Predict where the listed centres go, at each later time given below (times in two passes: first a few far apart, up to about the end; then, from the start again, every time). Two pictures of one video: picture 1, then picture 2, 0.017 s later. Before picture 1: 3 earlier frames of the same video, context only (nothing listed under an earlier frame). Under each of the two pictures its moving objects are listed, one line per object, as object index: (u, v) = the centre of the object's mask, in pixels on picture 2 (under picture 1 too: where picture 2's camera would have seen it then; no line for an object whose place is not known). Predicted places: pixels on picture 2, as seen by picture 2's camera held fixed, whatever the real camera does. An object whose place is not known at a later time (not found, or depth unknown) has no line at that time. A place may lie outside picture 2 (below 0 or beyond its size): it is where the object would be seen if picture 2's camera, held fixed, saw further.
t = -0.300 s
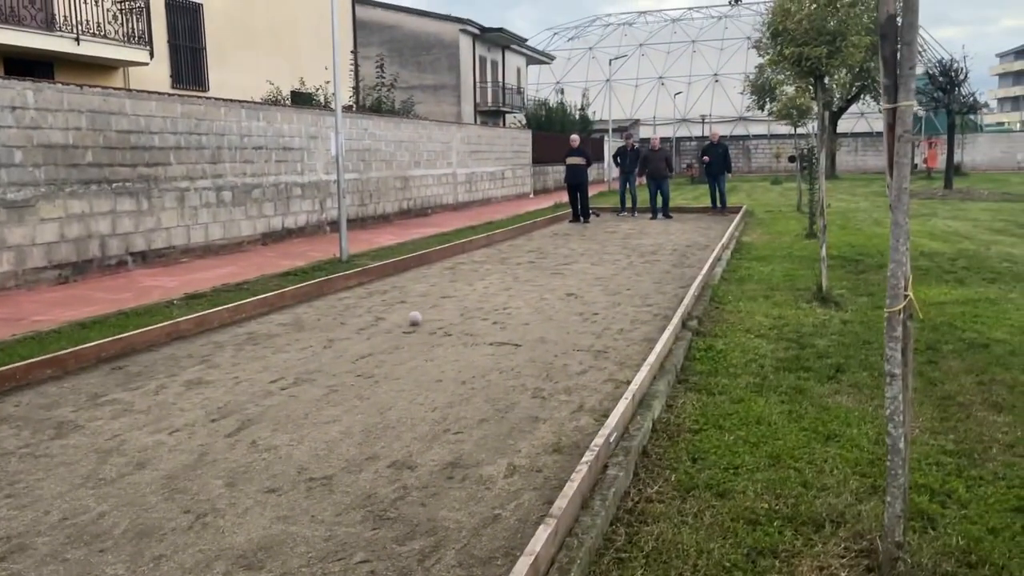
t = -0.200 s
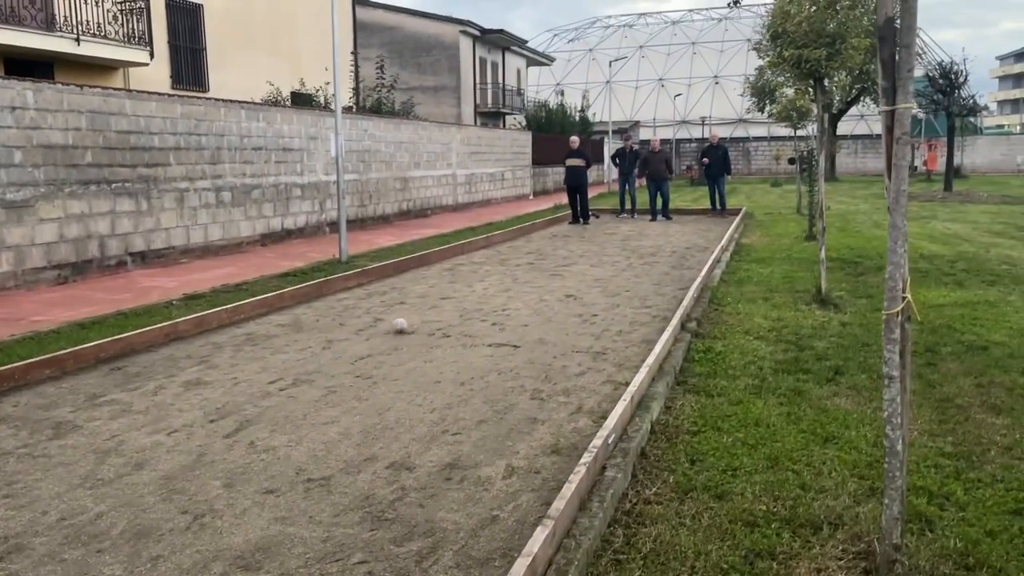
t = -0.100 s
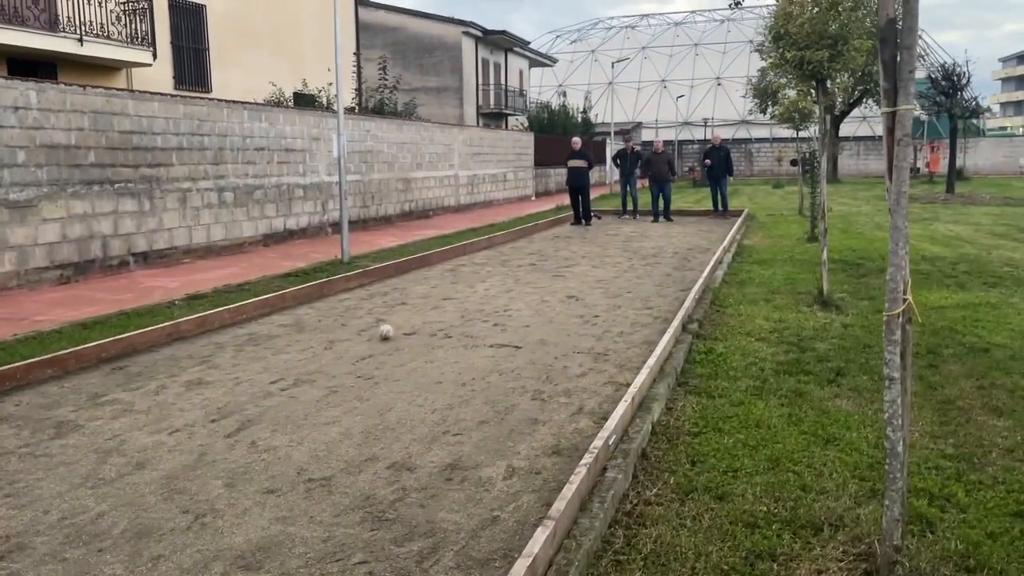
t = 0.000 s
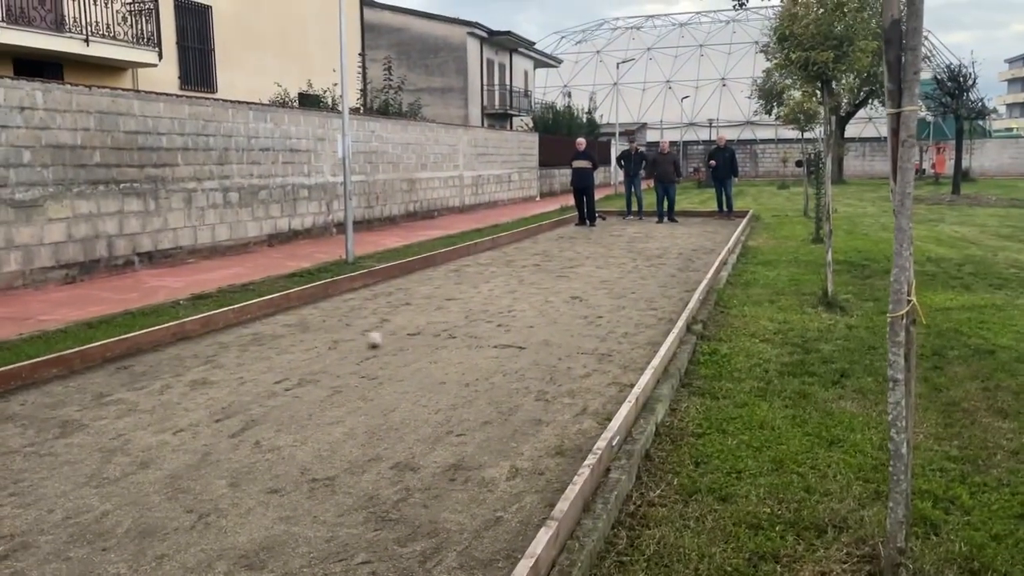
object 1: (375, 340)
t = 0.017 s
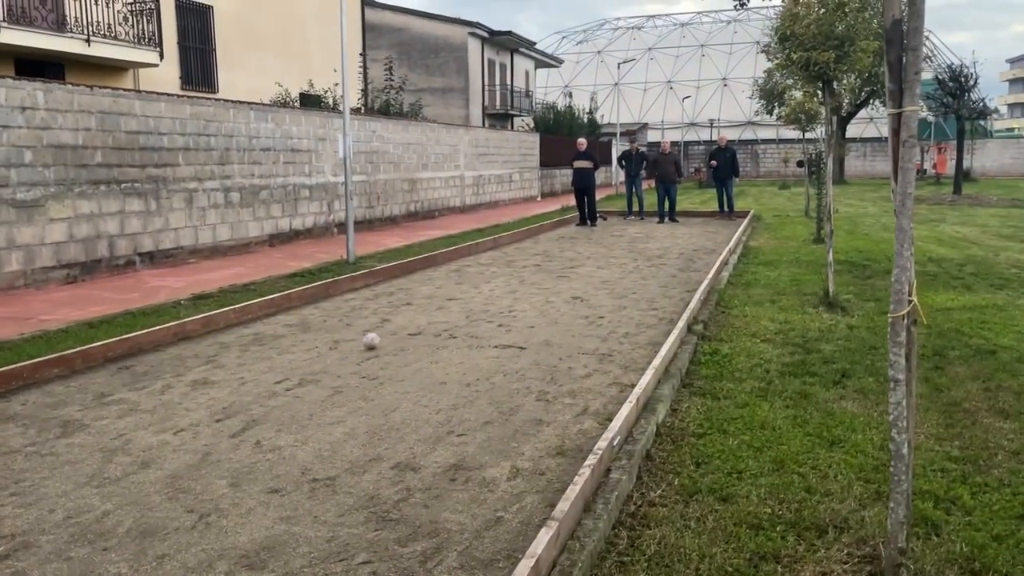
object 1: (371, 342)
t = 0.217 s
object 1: (335, 357)
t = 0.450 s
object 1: (288, 379)
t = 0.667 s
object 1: (236, 401)
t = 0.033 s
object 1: (369, 343)
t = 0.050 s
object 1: (366, 344)
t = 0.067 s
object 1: (363, 345)
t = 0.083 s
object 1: (360, 347)
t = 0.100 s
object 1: (357, 348)
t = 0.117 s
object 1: (355, 349)
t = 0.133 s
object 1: (351, 351)
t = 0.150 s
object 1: (348, 351)
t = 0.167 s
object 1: (345, 353)
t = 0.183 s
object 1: (341, 354)
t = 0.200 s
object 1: (338, 356)
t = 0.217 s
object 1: (335, 357)
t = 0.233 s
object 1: (332, 359)
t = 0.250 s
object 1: (330, 360)
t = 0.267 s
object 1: (326, 361)
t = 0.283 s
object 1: (323, 363)
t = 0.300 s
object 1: (320, 364)
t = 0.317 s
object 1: (316, 365)
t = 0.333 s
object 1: (313, 367)
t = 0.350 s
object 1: (310, 368)
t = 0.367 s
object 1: (306, 370)
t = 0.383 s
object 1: (302, 372)
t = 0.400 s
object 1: (300, 373)
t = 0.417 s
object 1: (295, 376)
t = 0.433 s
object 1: (292, 377)
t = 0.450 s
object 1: (288, 379)
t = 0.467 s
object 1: (286, 381)
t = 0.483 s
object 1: (282, 382)
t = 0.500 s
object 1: (278, 383)
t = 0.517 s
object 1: (274, 385)
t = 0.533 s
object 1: (271, 387)
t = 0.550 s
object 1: (267, 388)
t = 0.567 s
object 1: (262, 390)
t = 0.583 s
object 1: (258, 391)
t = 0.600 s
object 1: (254, 393)
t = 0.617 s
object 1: (250, 395)
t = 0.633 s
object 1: (246, 397)
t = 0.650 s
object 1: (241, 399)
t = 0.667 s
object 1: (236, 401)
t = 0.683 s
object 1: (233, 403)
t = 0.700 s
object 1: (229, 404)
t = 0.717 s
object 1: (224, 407)
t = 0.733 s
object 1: (219, 409)
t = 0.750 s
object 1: (215, 410)
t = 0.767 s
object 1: (211, 412)
